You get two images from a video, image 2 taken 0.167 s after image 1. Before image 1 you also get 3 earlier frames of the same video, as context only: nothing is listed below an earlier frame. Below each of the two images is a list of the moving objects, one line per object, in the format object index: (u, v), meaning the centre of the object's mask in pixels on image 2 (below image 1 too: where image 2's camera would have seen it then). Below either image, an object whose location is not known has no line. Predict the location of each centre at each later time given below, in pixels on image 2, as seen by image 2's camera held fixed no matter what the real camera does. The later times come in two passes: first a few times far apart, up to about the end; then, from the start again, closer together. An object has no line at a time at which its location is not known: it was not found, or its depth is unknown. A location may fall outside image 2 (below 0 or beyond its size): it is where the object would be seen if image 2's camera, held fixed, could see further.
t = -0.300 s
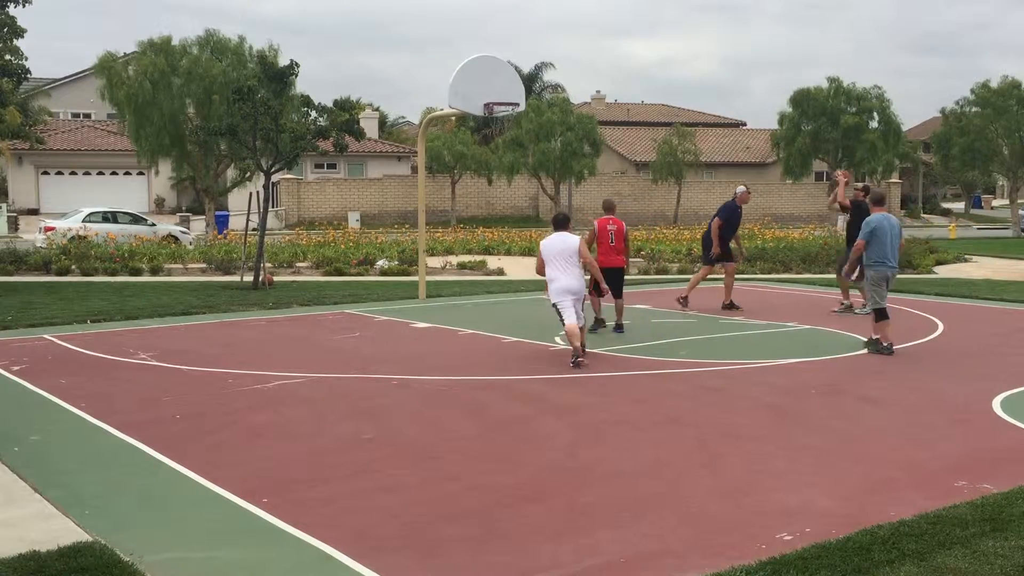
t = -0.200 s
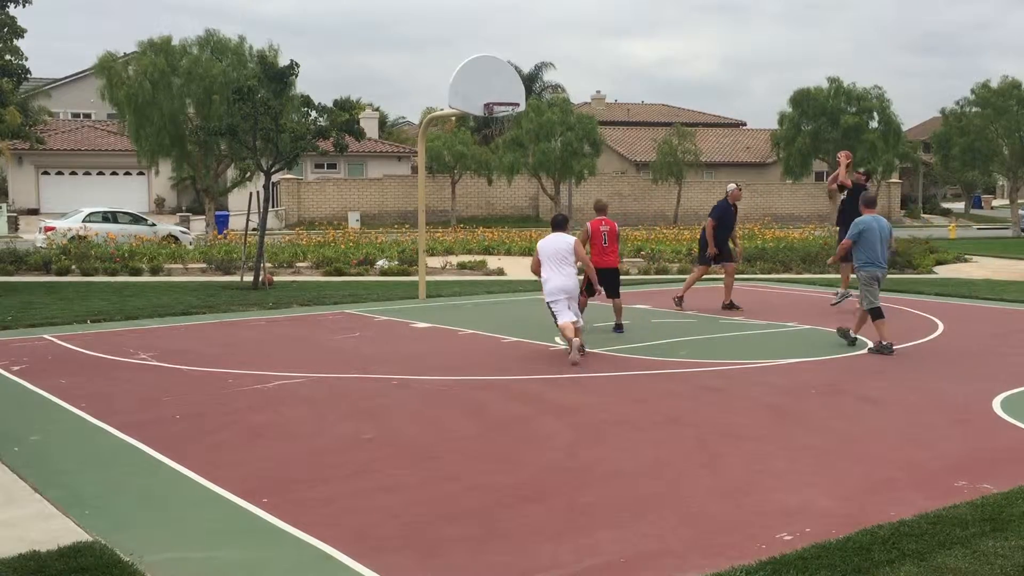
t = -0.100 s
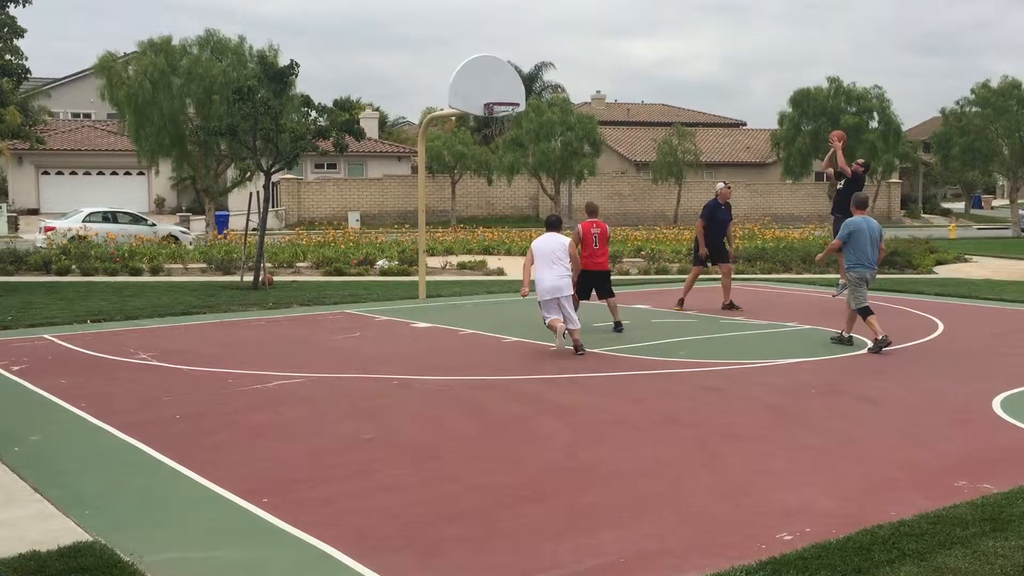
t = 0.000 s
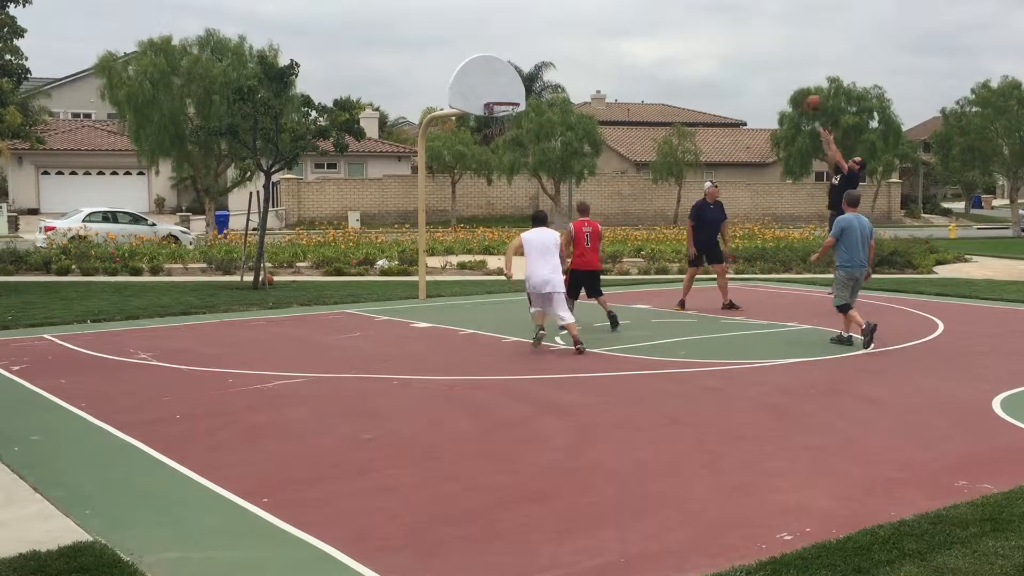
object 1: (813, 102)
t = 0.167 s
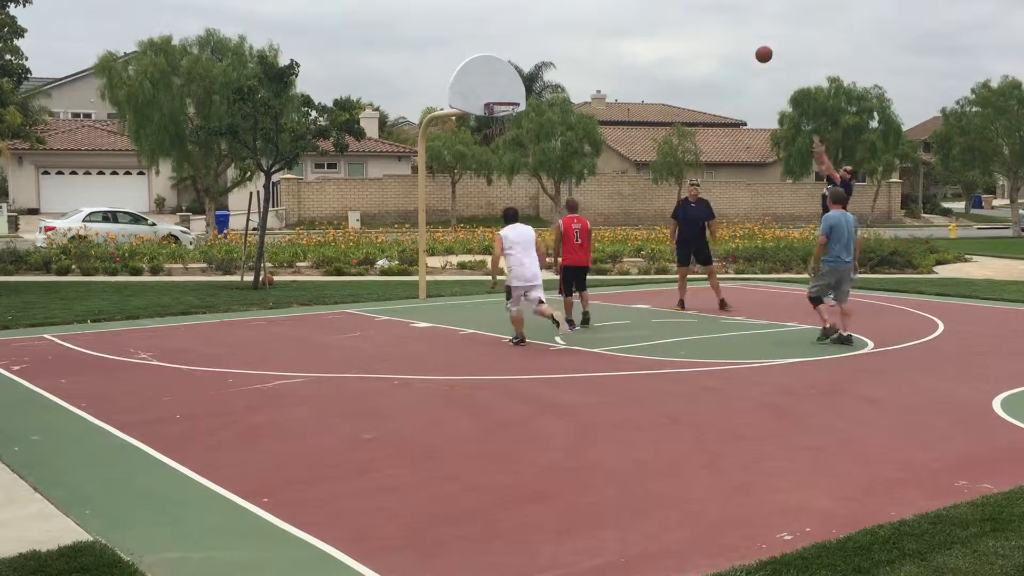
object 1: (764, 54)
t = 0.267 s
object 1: (733, 33)
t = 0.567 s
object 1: (643, 12)
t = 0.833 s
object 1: (563, 44)
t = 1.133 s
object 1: (493, 79)
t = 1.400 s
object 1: (477, 67)
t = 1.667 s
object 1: (487, 100)
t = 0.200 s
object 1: (754, 46)
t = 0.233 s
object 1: (744, 39)
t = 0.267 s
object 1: (733, 33)
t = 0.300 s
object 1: (724, 28)
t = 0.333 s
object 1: (713, 23)
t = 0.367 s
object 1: (703, 19)
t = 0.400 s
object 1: (693, 16)
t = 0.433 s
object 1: (683, 14)
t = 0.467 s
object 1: (673, 12)
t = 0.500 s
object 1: (663, 11)
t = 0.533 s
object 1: (653, 11)
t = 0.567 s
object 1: (643, 12)
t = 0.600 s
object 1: (633, 13)
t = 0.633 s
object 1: (623, 15)
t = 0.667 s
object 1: (613, 19)
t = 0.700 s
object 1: (603, 22)
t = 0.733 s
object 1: (593, 27)
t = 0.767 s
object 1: (583, 32)
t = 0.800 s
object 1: (573, 38)
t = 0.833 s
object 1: (563, 44)
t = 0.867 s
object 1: (554, 52)
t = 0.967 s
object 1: (524, 79)
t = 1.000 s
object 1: (515, 89)
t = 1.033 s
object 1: (507, 93)
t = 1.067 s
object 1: (503, 87)
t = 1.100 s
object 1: (498, 83)
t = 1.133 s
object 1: (493, 79)
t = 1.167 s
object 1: (488, 75)
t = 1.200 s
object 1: (483, 73)
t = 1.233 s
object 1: (478, 71)
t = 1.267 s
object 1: (473, 70)
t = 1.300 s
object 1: (474, 68)
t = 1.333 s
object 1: (475, 67)
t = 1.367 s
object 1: (476, 67)
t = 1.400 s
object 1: (477, 67)
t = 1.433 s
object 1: (479, 69)
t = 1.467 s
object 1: (480, 71)
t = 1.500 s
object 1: (481, 74)
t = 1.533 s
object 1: (482, 77)
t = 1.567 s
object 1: (484, 82)
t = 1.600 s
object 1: (485, 87)
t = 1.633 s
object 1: (486, 93)
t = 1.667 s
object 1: (487, 100)
